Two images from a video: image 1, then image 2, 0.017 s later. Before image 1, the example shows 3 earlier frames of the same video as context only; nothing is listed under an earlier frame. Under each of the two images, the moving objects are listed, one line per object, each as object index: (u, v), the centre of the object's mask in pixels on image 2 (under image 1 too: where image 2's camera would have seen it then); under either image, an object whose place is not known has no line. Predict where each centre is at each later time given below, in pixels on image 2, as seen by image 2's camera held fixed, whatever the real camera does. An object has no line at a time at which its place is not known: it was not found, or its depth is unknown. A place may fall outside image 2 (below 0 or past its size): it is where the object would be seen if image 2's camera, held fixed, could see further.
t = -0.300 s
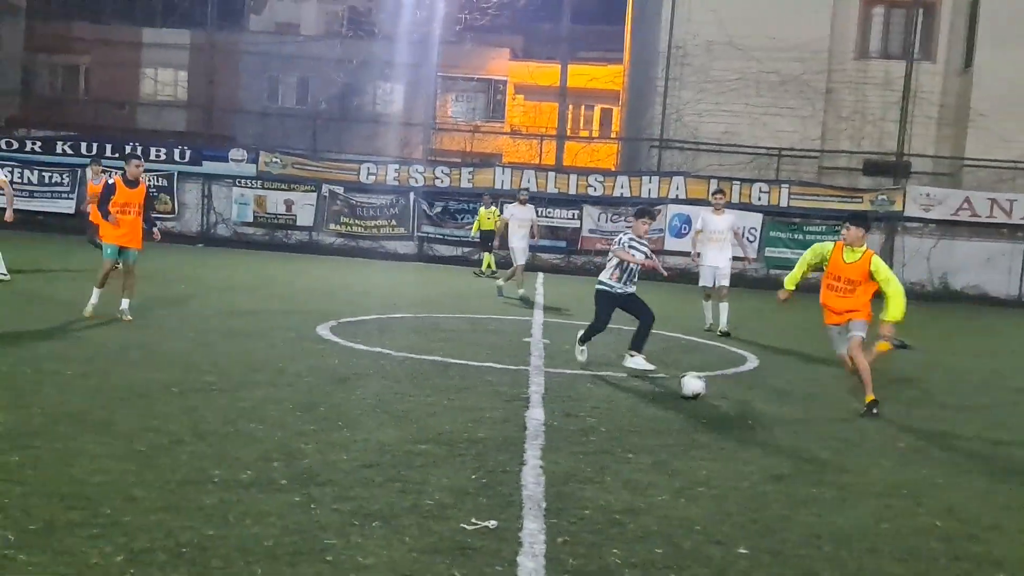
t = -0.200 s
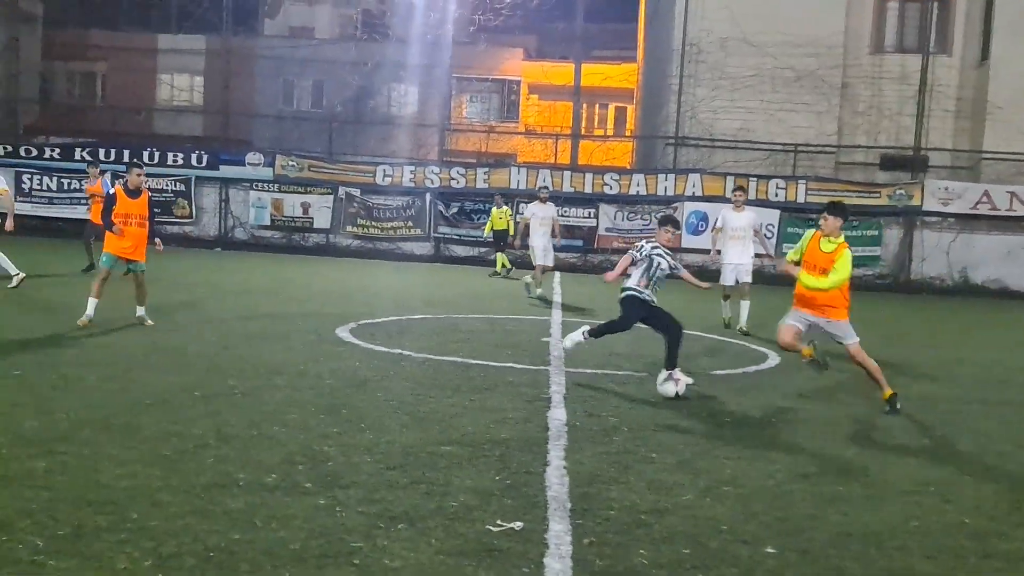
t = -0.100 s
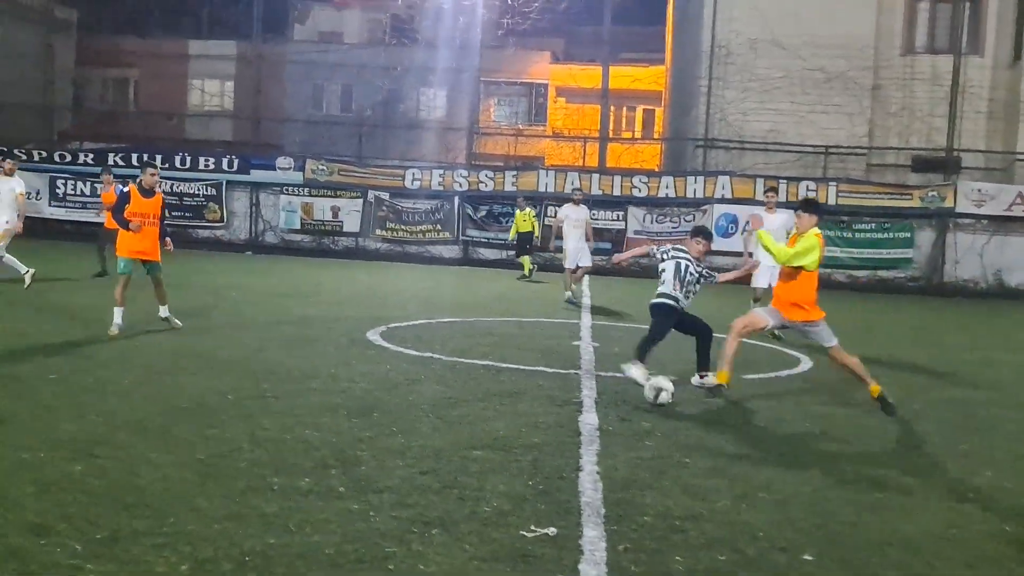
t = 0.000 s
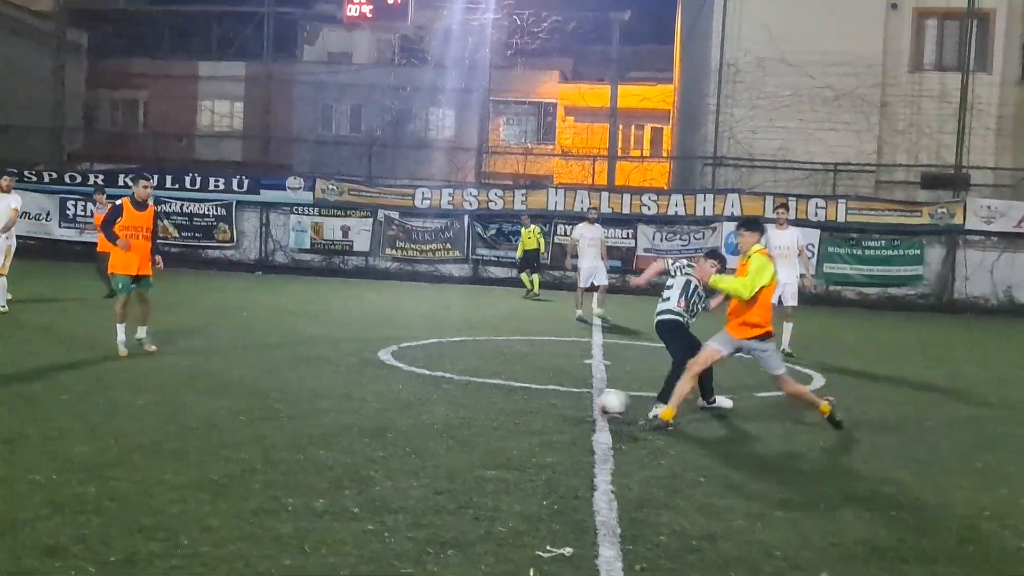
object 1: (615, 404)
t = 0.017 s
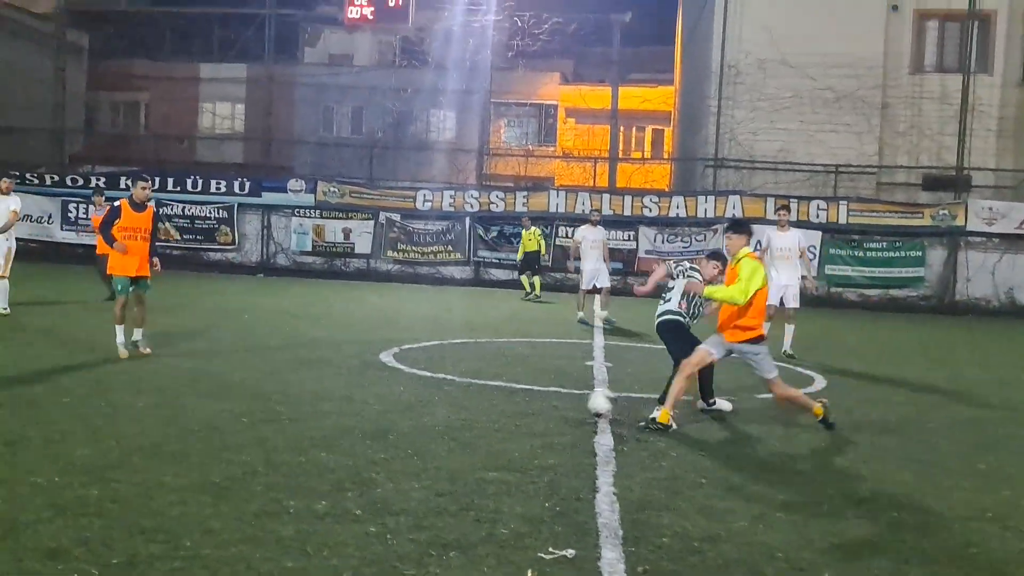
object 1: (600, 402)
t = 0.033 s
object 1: (584, 401)
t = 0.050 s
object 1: (573, 399)
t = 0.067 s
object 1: (560, 398)
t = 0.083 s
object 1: (545, 398)
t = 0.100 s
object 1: (532, 397)
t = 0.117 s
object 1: (520, 398)
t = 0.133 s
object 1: (505, 397)
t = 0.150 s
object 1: (490, 397)
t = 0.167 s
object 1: (477, 398)
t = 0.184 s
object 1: (463, 401)
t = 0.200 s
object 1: (449, 404)
